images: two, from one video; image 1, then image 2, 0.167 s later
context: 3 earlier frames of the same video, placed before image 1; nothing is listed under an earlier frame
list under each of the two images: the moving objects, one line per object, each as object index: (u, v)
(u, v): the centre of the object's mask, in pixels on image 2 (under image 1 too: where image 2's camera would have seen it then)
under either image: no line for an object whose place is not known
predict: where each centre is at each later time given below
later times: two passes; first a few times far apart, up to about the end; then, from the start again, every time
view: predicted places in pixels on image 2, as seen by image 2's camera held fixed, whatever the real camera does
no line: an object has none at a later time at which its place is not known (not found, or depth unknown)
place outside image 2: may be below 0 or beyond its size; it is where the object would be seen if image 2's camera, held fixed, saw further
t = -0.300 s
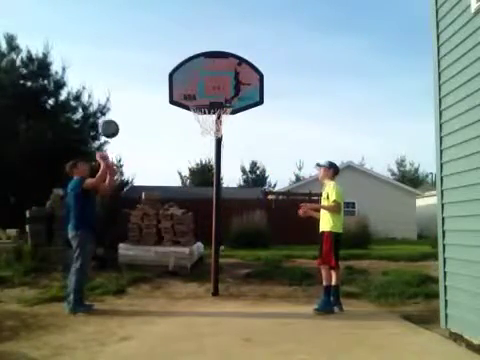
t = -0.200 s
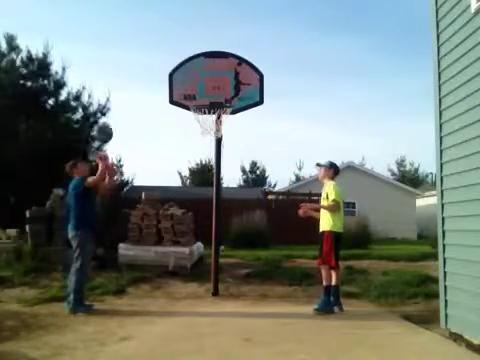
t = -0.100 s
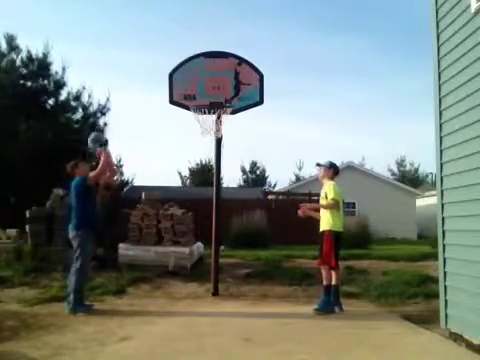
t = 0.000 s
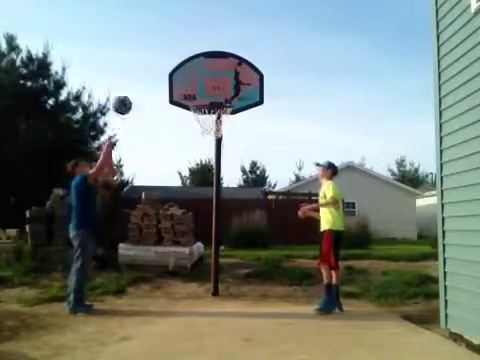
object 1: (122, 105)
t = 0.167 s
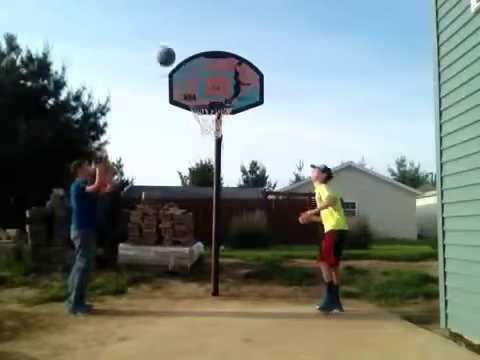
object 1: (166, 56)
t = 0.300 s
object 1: (199, 36)
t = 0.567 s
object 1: (264, 44)
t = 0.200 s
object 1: (174, 50)
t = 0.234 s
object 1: (183, 44)
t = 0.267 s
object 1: (191, 41)
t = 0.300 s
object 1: (199, 36)
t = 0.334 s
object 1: (208, 34)
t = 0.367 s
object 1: (216, 32)
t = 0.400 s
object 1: (224, 32)
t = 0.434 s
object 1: (232, 32)
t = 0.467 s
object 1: (240, 34)
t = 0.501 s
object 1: (248, 36)
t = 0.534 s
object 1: (256, 40)
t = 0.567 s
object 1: (264, 44)
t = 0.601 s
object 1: (272, 49)
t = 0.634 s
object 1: (280, 56)
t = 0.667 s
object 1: (288, 64)
